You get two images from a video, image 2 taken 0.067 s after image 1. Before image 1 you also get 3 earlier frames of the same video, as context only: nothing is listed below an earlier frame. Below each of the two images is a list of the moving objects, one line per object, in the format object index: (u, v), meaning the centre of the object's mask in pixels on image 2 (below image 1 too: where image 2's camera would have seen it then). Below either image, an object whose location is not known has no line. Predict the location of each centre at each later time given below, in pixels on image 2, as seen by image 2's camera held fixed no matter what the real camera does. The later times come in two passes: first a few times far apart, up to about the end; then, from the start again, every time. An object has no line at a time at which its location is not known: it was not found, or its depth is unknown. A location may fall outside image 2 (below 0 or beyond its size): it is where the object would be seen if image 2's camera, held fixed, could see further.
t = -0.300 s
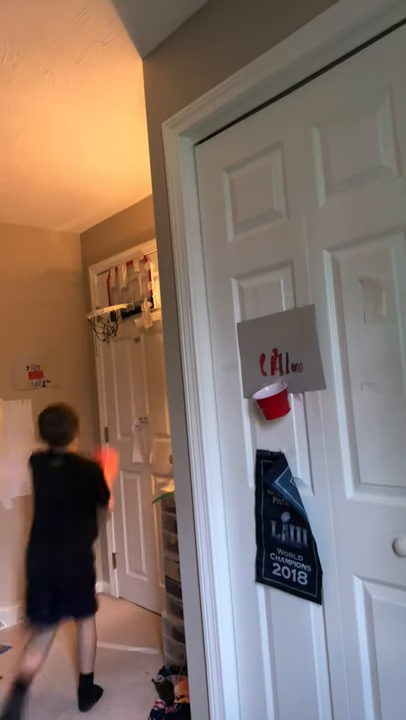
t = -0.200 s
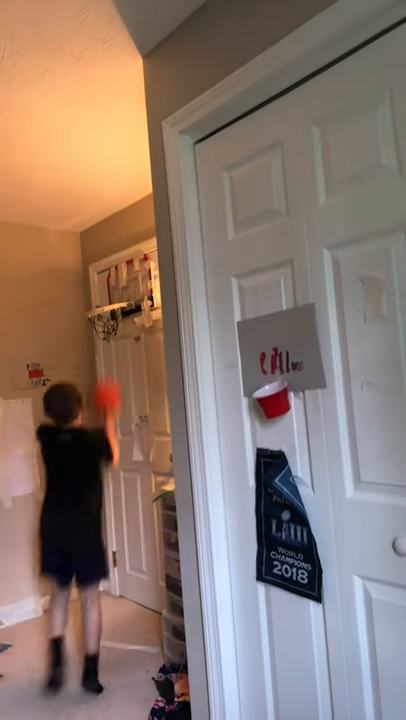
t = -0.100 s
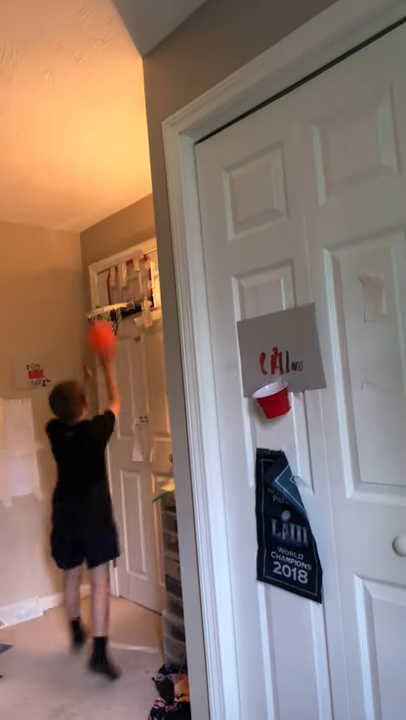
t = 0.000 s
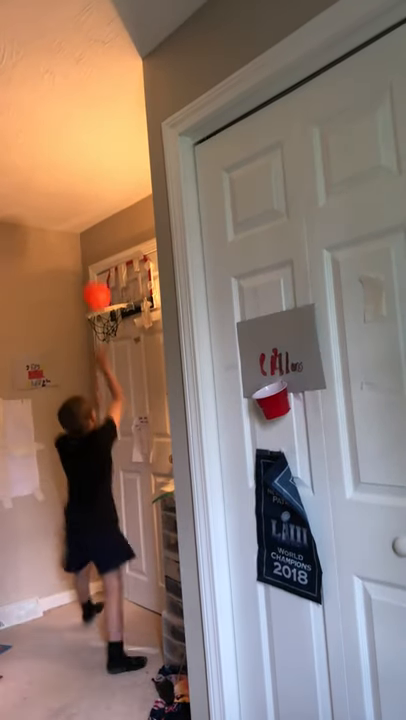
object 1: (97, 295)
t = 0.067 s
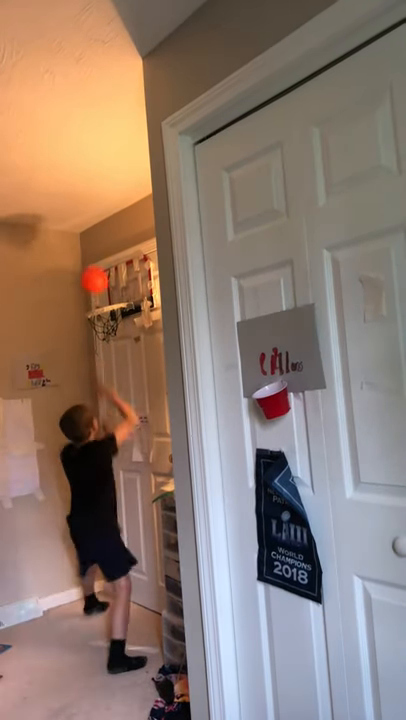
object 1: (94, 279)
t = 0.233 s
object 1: (90, 277)
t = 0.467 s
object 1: (78, 319)
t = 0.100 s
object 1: (93, 275)
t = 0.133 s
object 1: (92, 273)
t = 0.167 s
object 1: (92, 273)
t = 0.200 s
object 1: (91, 274)
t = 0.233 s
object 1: (90, 277)
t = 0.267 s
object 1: (90, 282)
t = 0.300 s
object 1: (91, 289)
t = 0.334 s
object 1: (90, 298)
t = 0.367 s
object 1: (89, 303)
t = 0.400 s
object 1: (85, 307)
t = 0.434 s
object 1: (81, 312)
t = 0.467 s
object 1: (78, 319)
